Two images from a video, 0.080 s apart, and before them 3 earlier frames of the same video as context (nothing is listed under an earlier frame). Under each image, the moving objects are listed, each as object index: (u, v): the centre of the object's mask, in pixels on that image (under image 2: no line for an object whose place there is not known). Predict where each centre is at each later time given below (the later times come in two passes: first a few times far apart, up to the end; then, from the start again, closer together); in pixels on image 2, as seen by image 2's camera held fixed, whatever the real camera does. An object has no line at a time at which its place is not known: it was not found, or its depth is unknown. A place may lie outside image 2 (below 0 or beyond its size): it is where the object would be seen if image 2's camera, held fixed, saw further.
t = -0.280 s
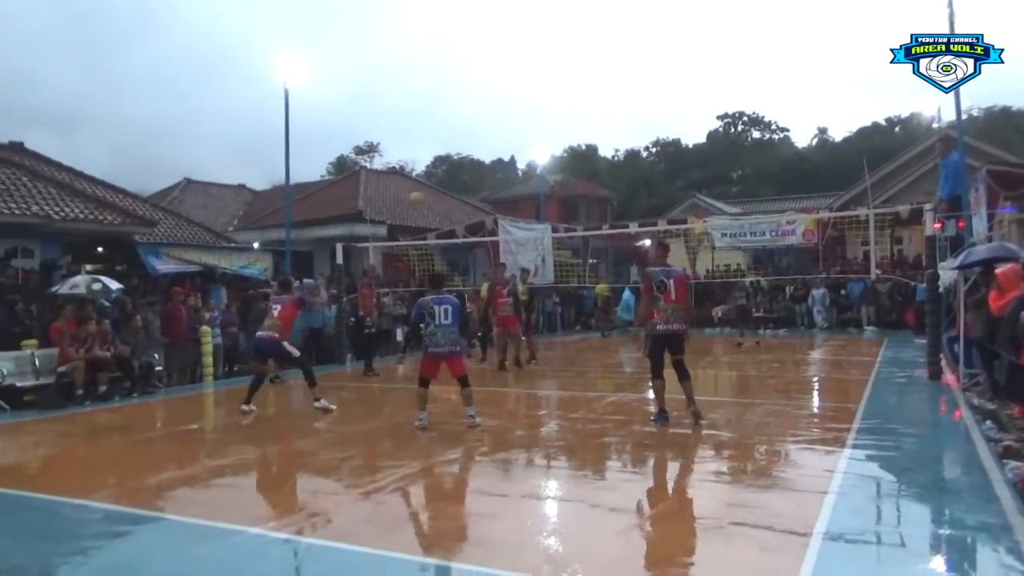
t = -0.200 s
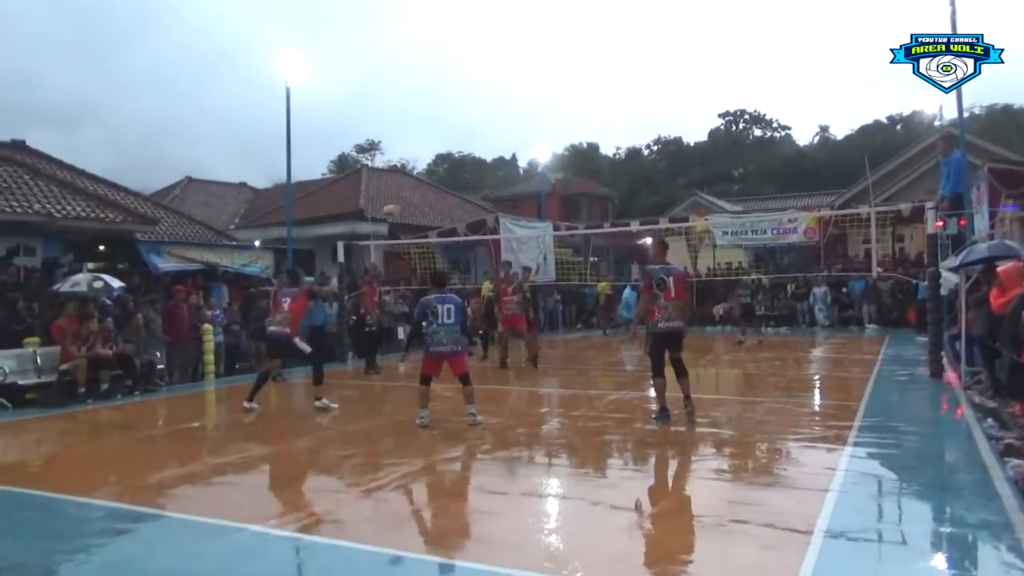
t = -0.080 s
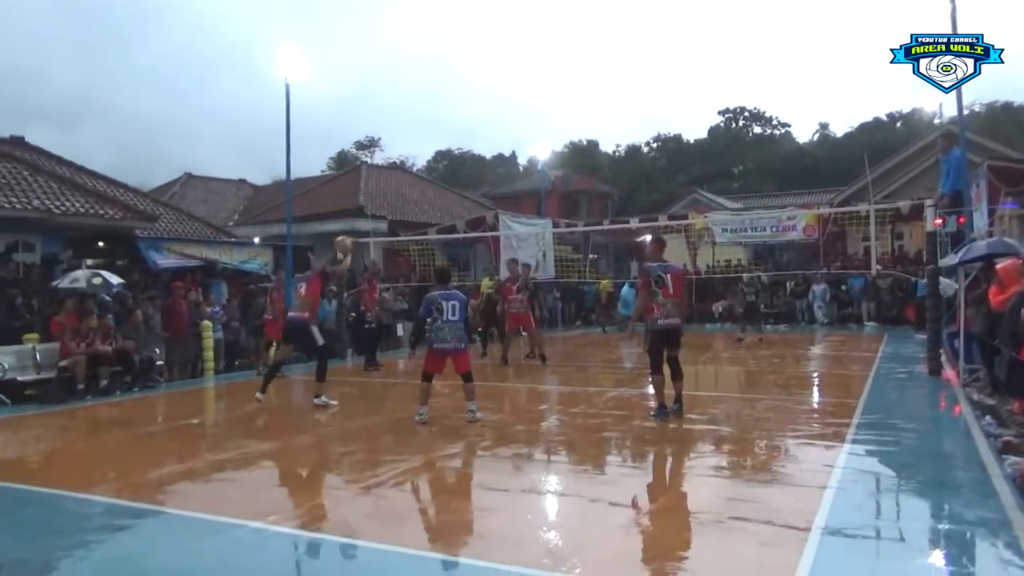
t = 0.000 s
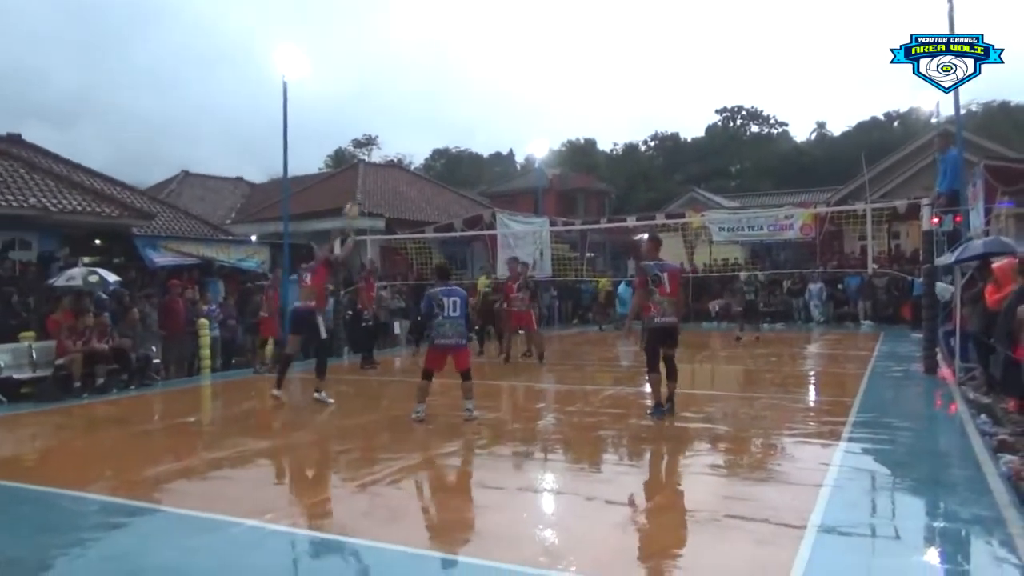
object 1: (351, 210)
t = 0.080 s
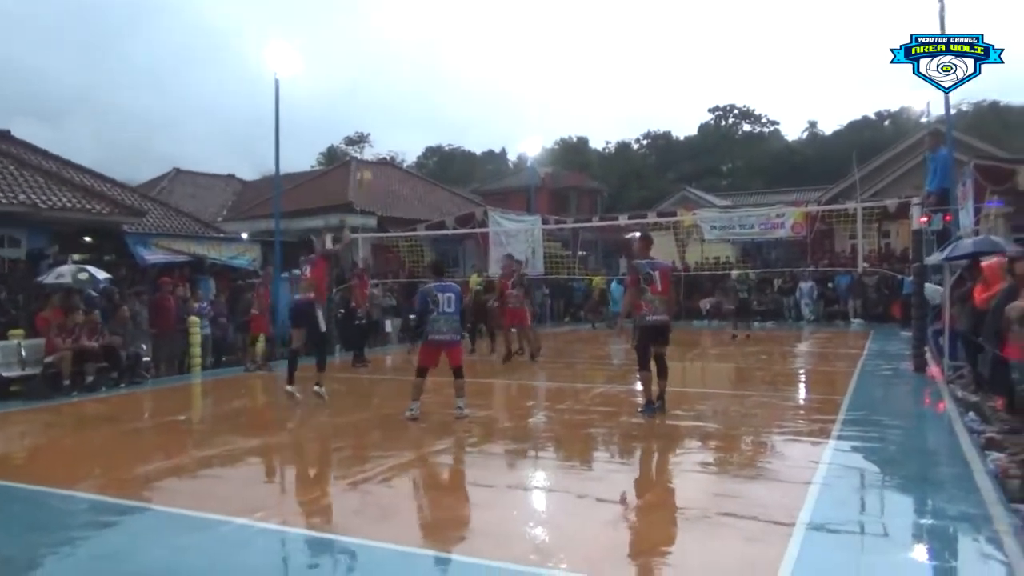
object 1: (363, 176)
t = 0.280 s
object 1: (413, 129)
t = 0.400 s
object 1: (441, 114)
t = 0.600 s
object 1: (483, 112)
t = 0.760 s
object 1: (515, 129)
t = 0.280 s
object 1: (413, 129)
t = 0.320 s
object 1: (423, 123)
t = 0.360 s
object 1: (432, 118)
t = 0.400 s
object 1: (441, 114)
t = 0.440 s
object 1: (449, 111)
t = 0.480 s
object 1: (458, 110)
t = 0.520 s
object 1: (467, 109)
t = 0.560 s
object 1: (475, 110)
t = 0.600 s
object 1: (483, 112)
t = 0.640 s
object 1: (491, 115)
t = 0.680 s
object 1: (499, 118)
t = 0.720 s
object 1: (507, 123)
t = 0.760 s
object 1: (515, 129)
